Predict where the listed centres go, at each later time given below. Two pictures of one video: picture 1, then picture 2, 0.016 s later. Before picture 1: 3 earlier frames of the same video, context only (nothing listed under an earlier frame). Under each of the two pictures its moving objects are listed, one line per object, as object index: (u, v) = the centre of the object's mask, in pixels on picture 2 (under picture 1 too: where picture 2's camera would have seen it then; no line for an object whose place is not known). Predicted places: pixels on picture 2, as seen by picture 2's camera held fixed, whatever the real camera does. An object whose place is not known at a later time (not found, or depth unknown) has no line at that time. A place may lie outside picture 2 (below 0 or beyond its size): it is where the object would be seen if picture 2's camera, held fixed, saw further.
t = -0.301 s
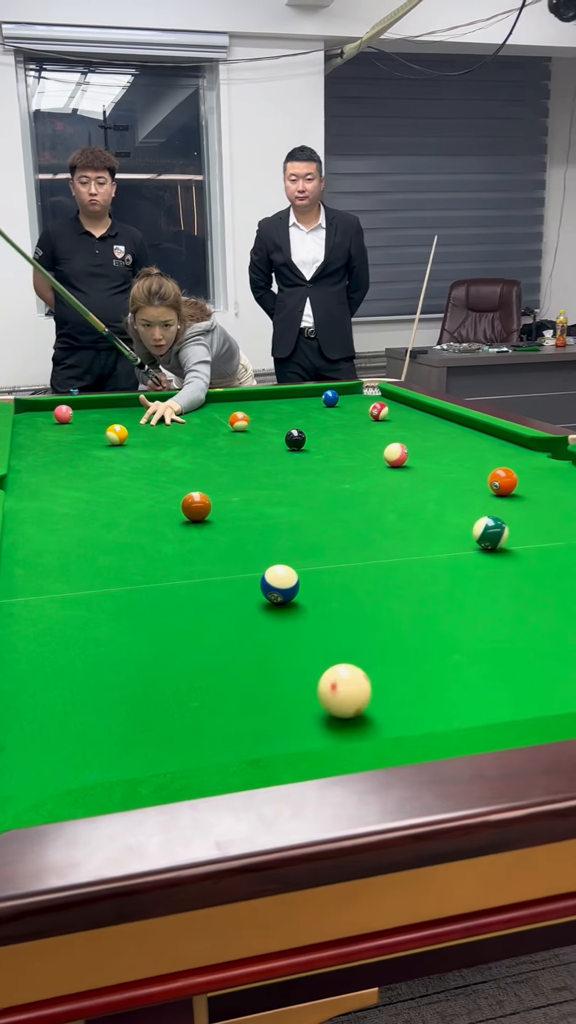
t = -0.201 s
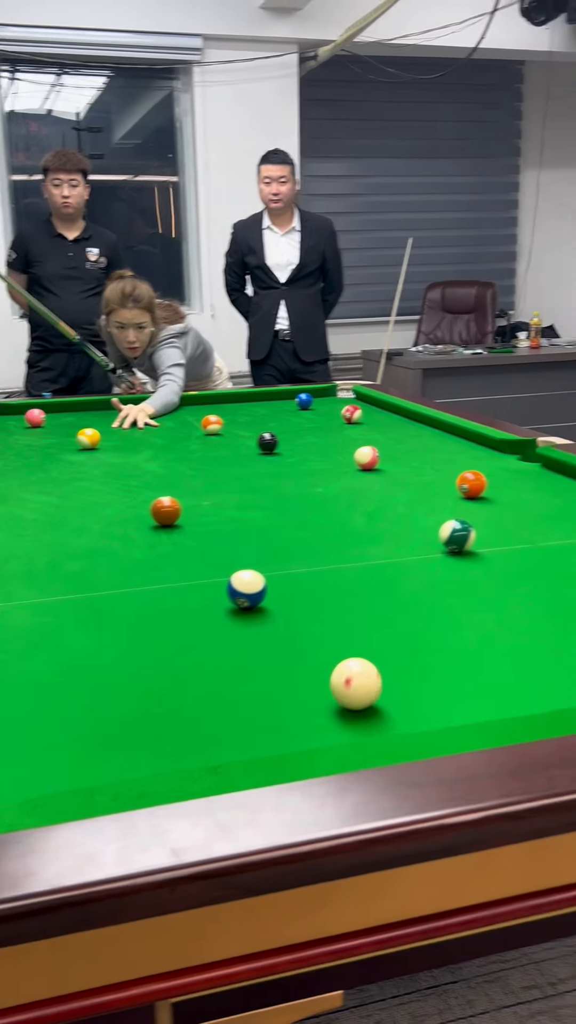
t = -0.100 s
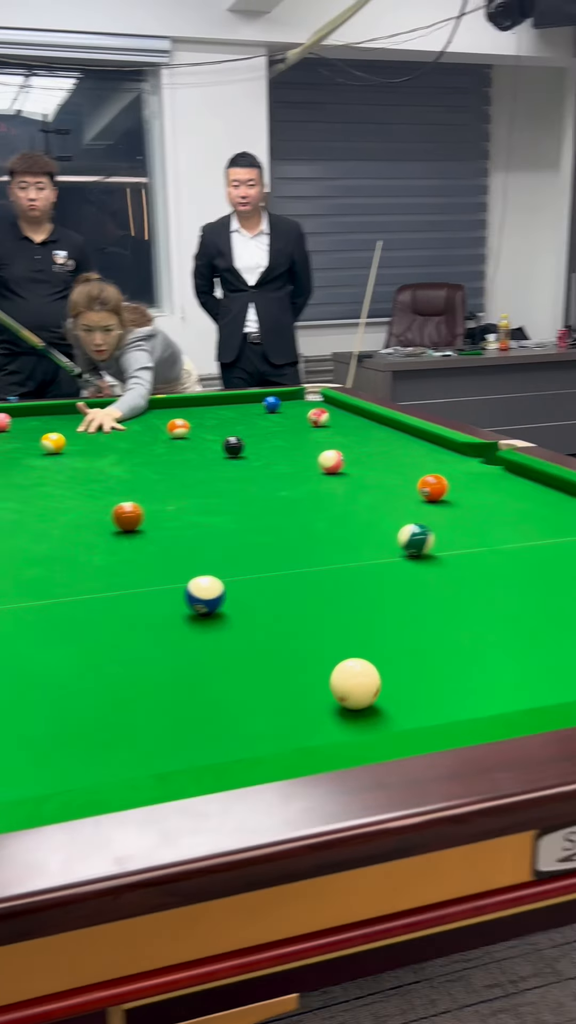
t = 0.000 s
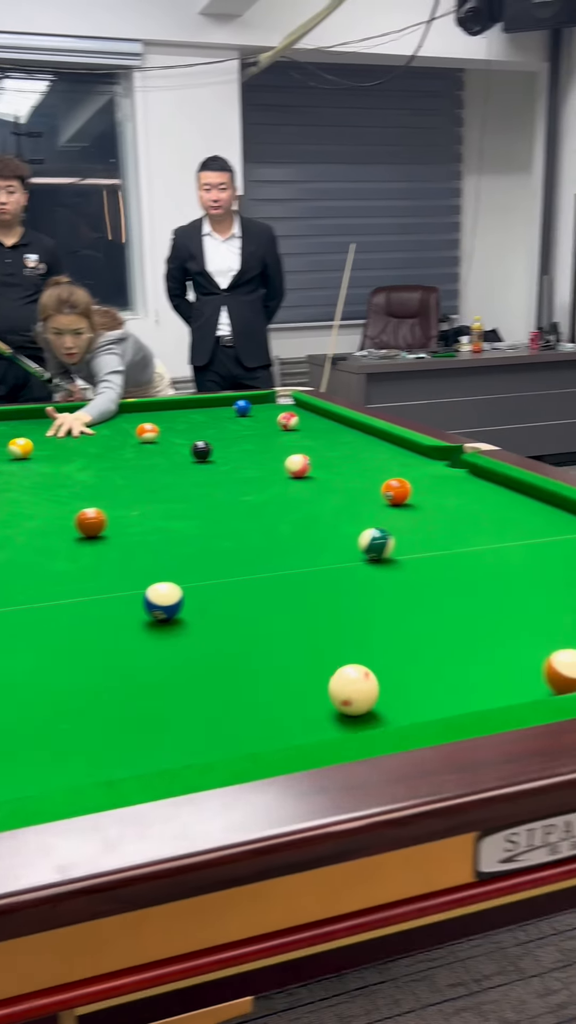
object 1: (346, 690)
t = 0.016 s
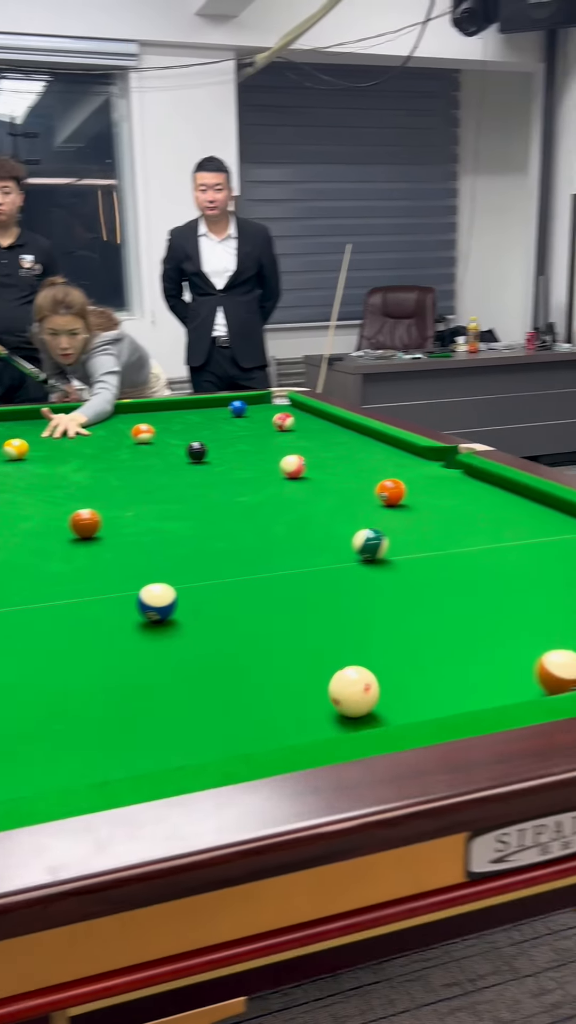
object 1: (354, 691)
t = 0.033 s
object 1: (362, 692)
